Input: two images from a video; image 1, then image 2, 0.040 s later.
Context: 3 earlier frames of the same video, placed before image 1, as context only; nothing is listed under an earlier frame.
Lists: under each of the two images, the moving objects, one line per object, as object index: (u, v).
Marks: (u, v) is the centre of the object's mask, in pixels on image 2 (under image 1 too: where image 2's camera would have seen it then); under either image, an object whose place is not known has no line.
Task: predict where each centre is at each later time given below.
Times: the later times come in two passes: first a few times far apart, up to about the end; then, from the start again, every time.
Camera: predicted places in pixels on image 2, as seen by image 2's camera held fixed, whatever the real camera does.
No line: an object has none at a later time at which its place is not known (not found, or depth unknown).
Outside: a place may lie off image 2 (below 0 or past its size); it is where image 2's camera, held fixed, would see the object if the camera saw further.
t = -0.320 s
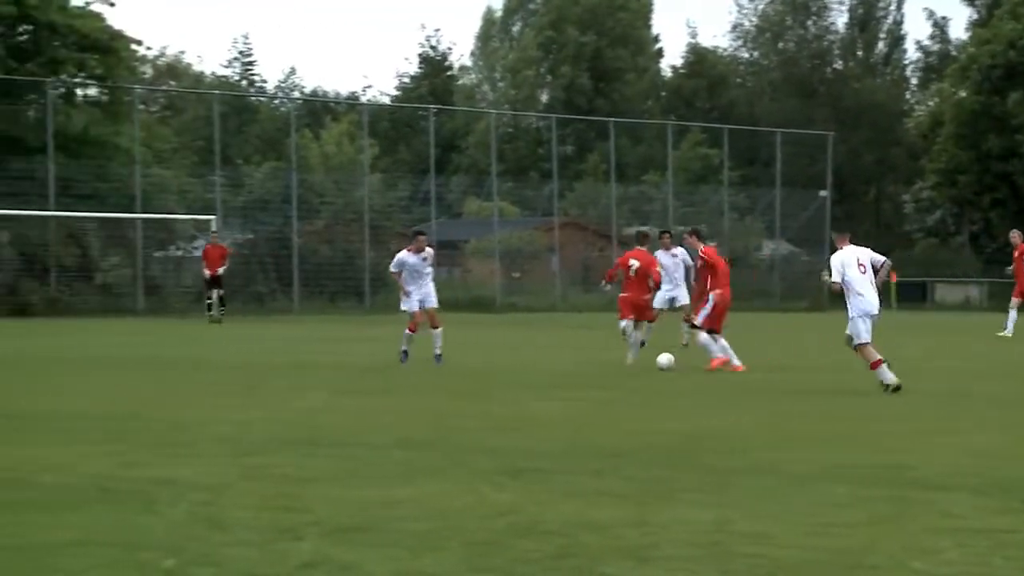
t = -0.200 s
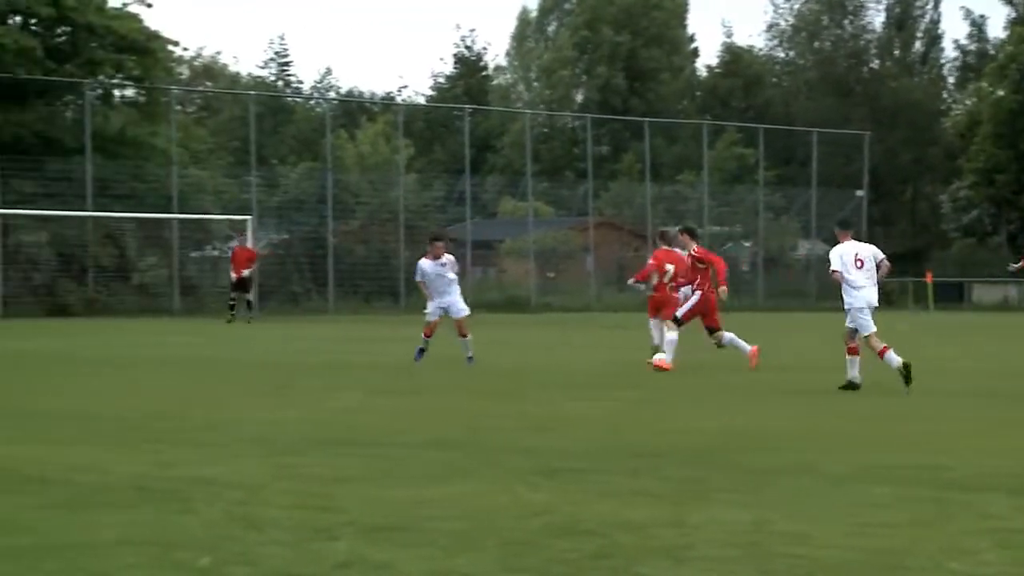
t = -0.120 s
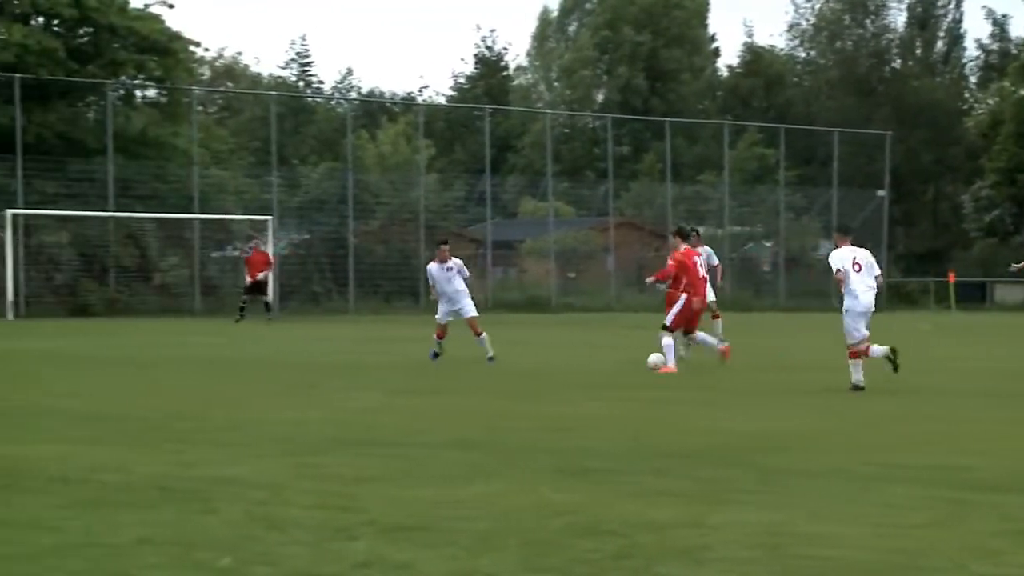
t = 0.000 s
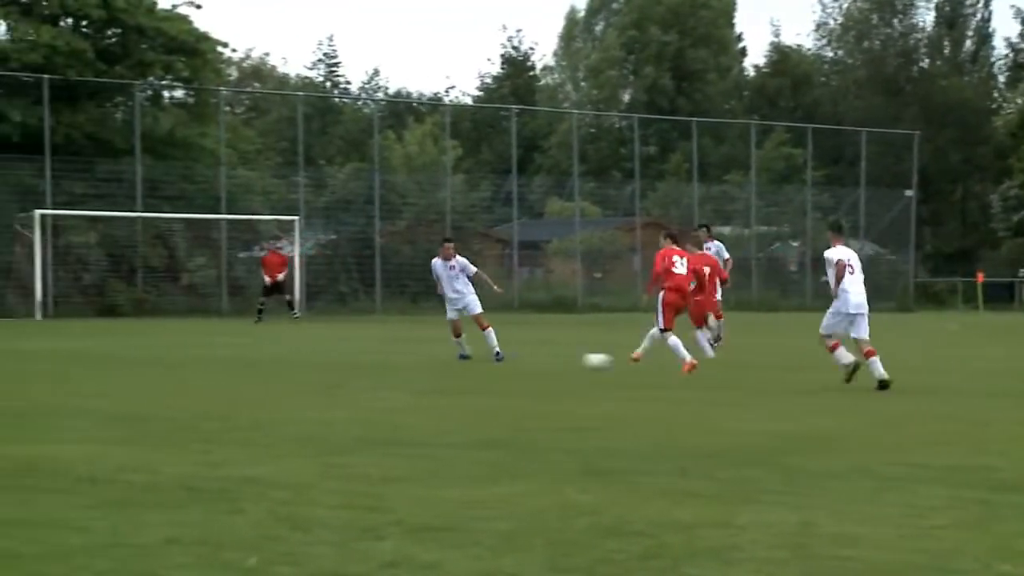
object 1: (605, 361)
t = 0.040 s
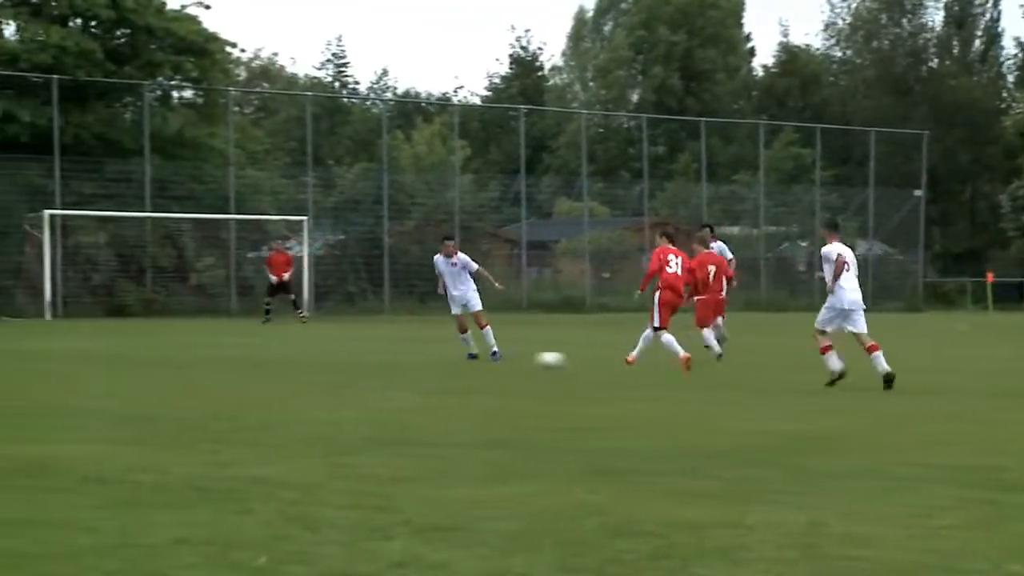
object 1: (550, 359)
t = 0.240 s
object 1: (299, 357)
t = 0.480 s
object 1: (40, 359)
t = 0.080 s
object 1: (497, 359)
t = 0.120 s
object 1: (444, 359)
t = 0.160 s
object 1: (393, 360)
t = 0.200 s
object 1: (346, 358)
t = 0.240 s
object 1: (299, 357)
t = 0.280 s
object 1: (253, 357)
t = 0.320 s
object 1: (206, 358)
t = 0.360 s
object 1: (161, 359)
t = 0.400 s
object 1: (120, 359)
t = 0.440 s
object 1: (80, 359)
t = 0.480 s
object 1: (40, 359)
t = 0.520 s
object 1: (0, 361)
